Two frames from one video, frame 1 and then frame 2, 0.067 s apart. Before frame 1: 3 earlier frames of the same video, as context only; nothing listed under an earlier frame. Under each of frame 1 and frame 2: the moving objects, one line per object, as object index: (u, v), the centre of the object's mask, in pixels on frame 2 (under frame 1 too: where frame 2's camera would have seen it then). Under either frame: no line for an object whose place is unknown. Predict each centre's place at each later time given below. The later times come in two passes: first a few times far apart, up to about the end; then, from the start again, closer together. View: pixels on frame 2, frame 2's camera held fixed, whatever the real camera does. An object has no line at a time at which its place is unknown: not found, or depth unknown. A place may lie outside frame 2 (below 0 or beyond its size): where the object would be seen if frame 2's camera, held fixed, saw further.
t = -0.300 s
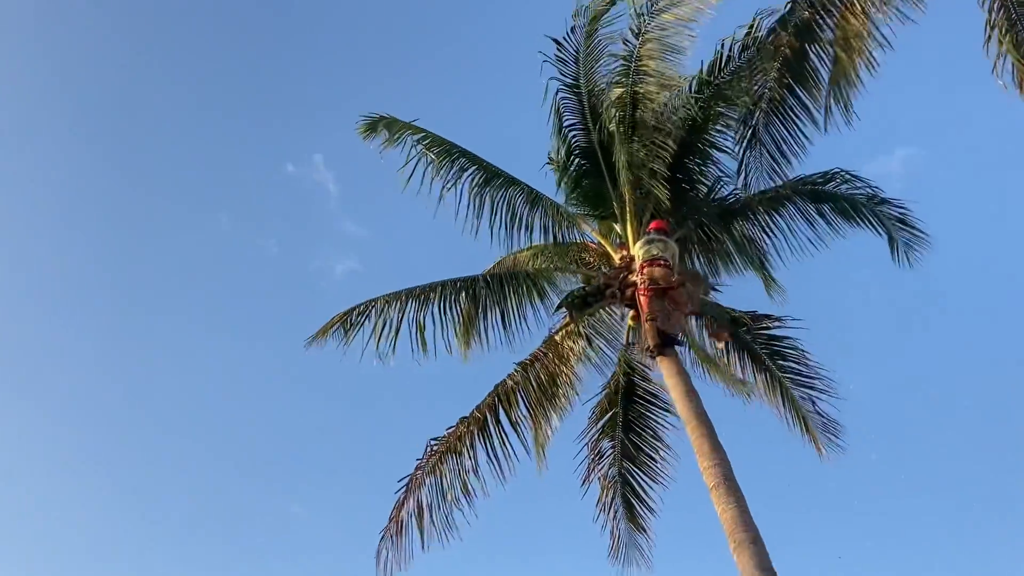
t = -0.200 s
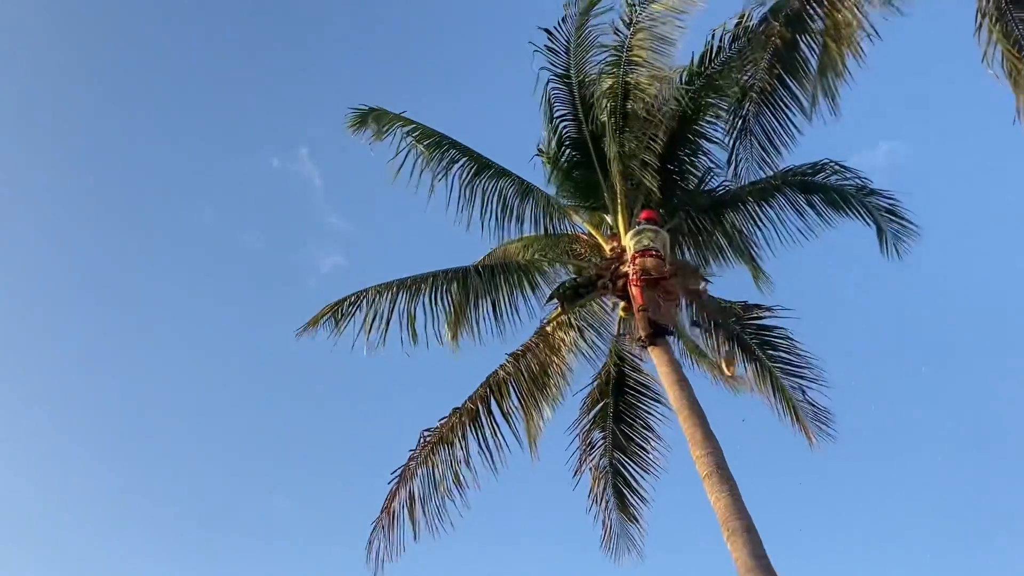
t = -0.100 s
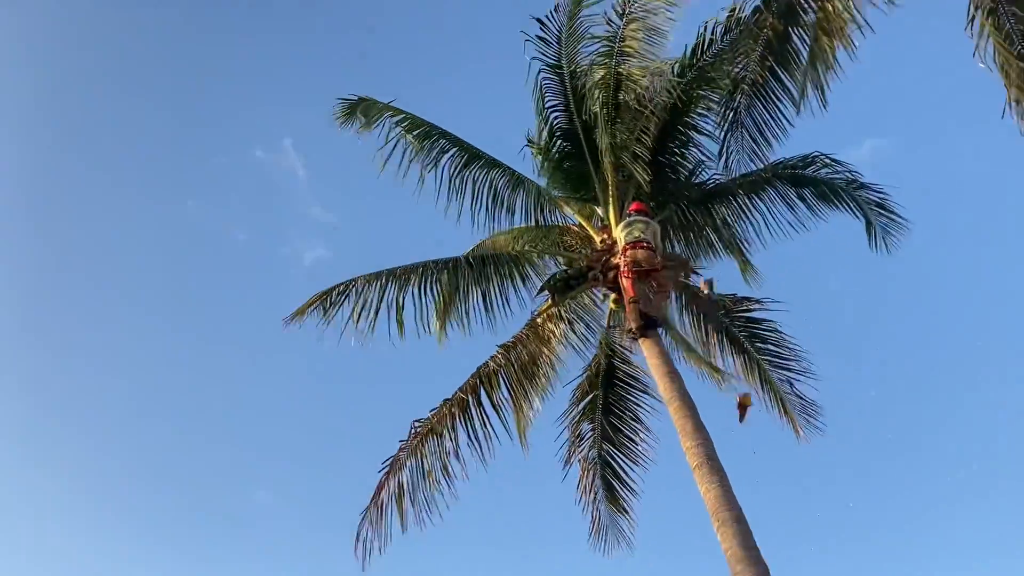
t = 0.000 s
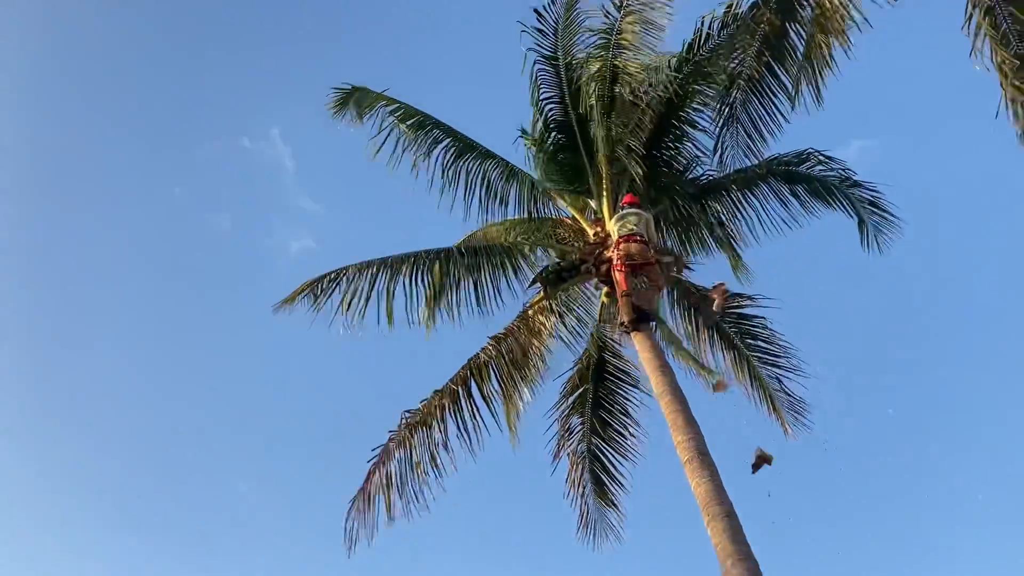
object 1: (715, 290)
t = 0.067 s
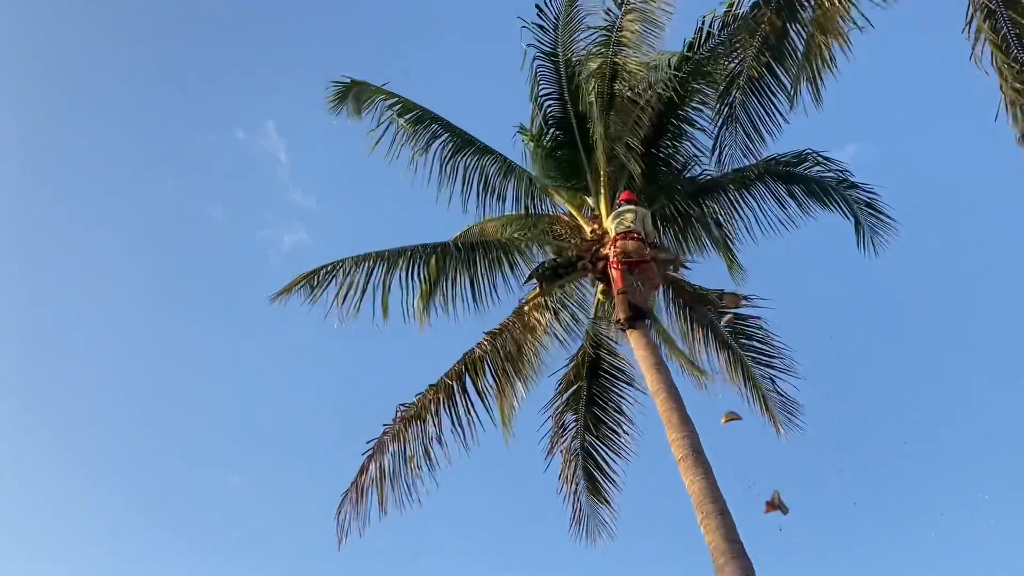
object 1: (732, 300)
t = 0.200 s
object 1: (773, 328)
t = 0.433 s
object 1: (863, 401)
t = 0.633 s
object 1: (970, 484)
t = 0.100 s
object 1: (743, 305)
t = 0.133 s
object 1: (752, 312)
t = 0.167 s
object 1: (762, 320)
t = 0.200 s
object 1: (773, 328)
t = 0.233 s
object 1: (784, 337)
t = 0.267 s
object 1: (795, 346)
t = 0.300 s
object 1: (809, 356)
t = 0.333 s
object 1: (822, 367)
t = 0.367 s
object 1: (836, 378)
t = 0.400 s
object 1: (849, 390)
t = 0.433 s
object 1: (863, 401)
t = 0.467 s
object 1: (881, 413)
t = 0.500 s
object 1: (897, 427)
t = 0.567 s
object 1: (929, 453)
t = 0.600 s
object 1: (950, 469)
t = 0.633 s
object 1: (970, 484)
